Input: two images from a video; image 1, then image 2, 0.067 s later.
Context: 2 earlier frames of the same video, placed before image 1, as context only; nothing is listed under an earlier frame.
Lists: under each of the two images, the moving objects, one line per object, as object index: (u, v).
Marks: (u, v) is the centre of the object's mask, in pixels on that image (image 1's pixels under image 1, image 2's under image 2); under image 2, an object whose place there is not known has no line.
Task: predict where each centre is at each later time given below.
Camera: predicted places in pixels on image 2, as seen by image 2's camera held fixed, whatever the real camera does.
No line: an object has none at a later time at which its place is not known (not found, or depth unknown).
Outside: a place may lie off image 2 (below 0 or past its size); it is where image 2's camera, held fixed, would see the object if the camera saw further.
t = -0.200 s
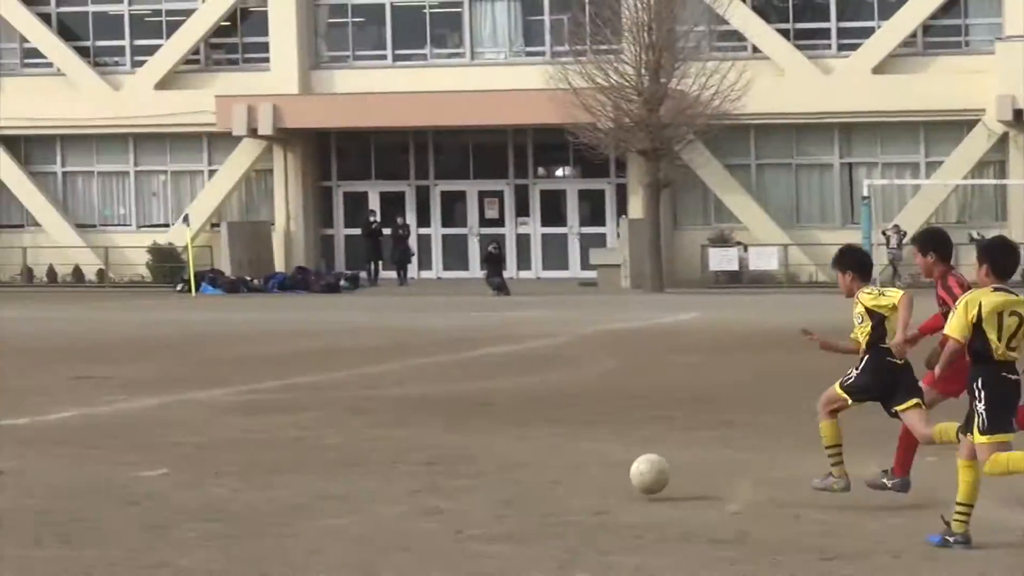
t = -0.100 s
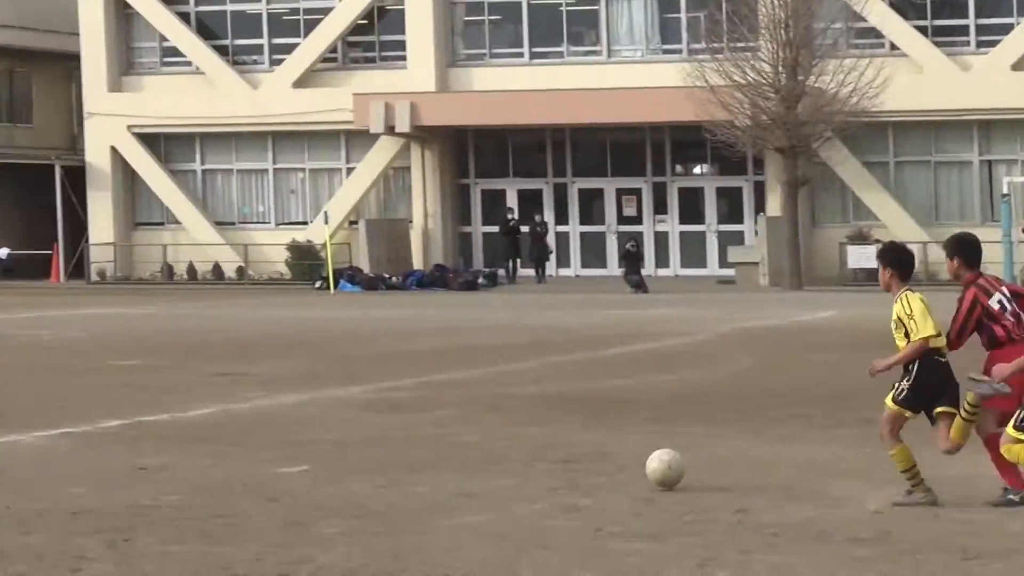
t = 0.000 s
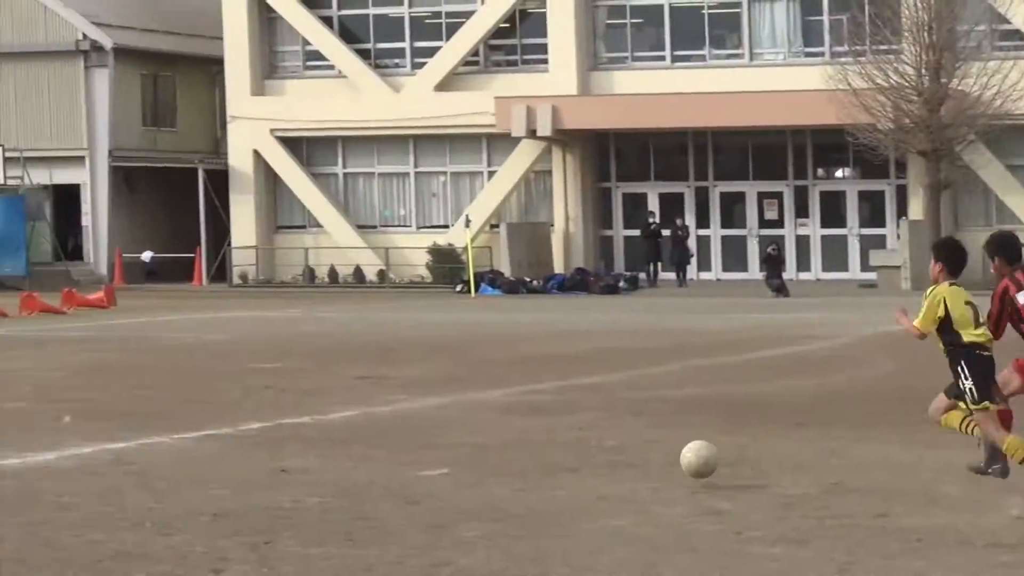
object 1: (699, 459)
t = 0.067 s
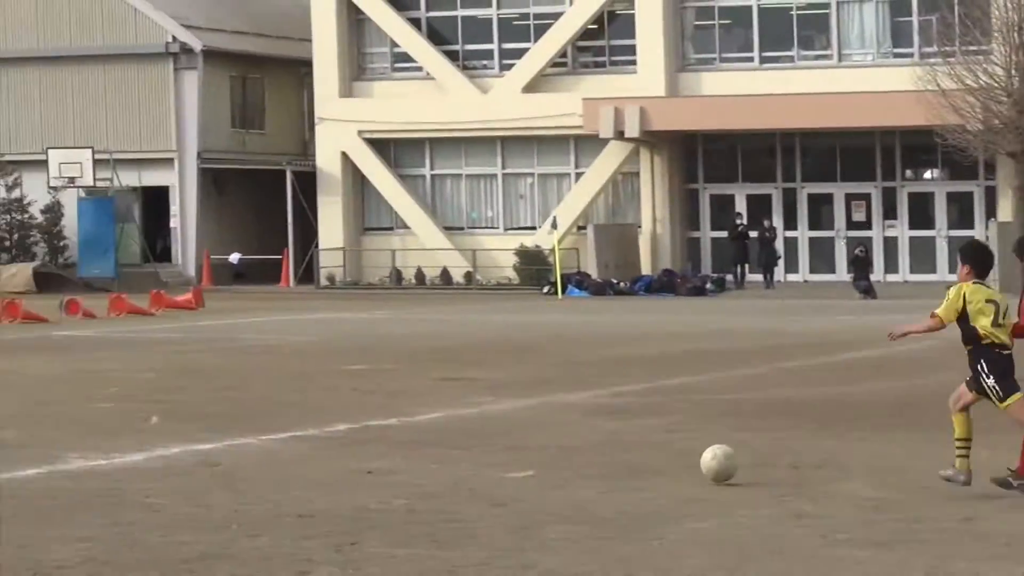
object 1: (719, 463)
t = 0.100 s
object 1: (689, 461)
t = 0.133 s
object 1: (662, 455)
